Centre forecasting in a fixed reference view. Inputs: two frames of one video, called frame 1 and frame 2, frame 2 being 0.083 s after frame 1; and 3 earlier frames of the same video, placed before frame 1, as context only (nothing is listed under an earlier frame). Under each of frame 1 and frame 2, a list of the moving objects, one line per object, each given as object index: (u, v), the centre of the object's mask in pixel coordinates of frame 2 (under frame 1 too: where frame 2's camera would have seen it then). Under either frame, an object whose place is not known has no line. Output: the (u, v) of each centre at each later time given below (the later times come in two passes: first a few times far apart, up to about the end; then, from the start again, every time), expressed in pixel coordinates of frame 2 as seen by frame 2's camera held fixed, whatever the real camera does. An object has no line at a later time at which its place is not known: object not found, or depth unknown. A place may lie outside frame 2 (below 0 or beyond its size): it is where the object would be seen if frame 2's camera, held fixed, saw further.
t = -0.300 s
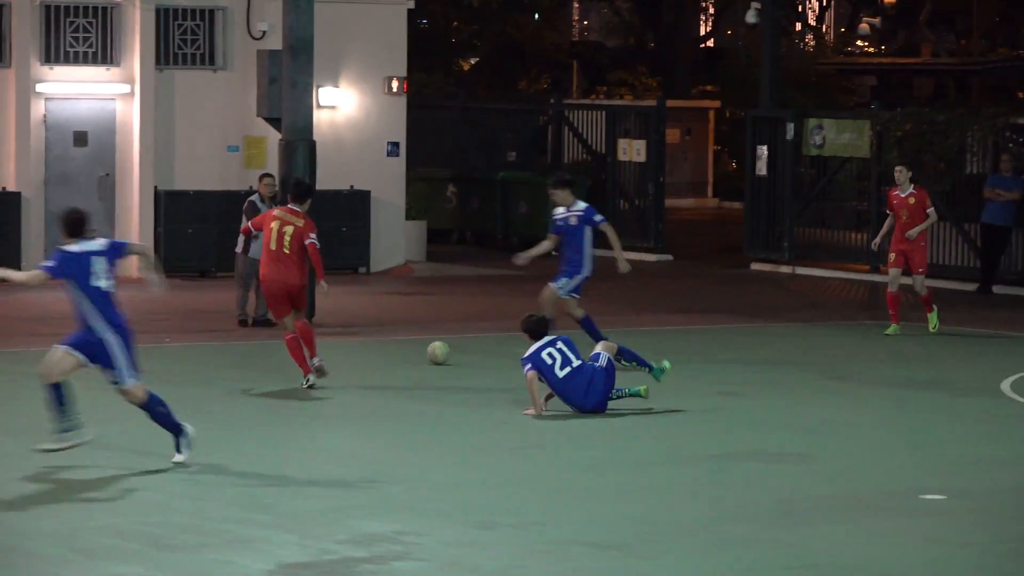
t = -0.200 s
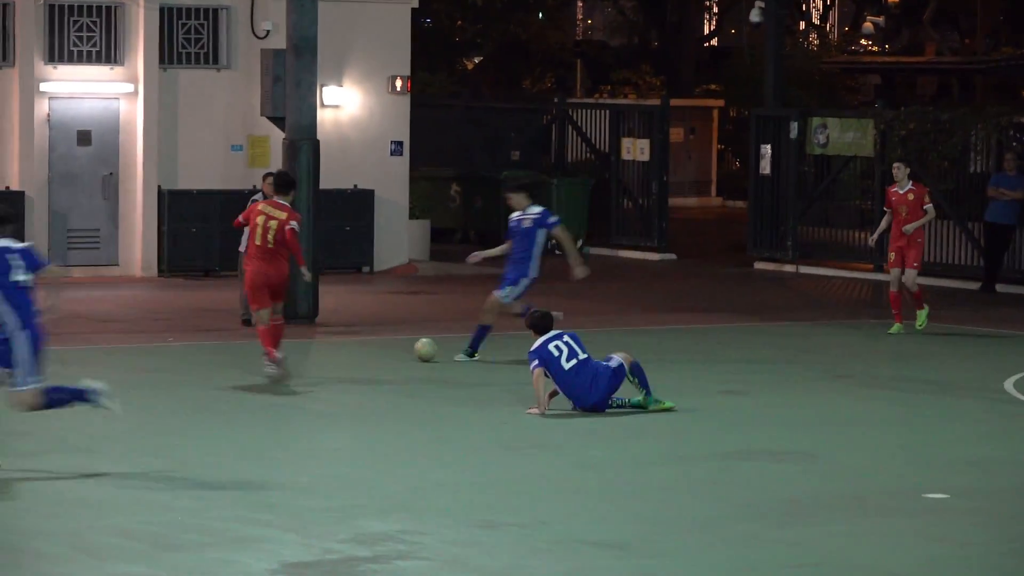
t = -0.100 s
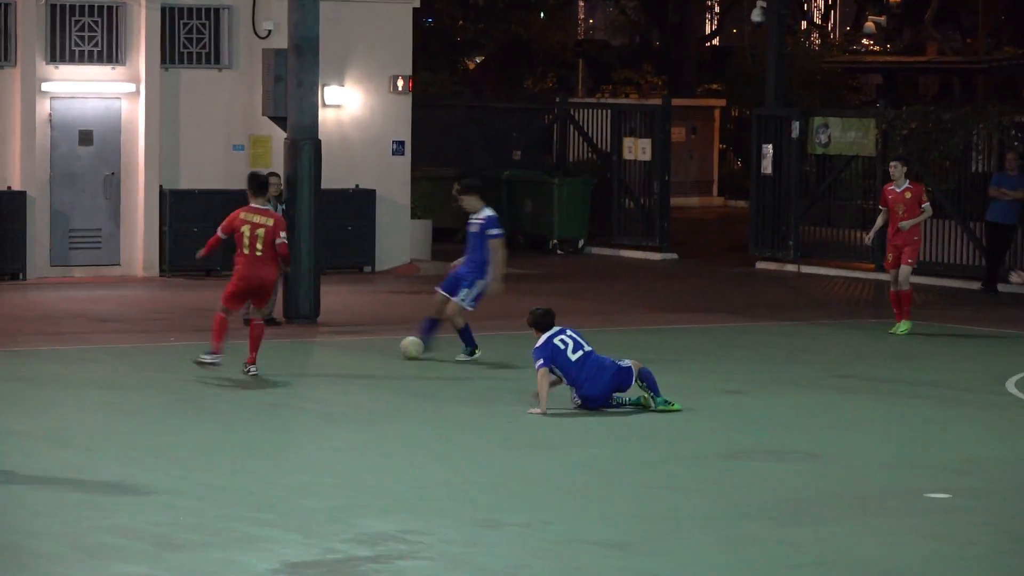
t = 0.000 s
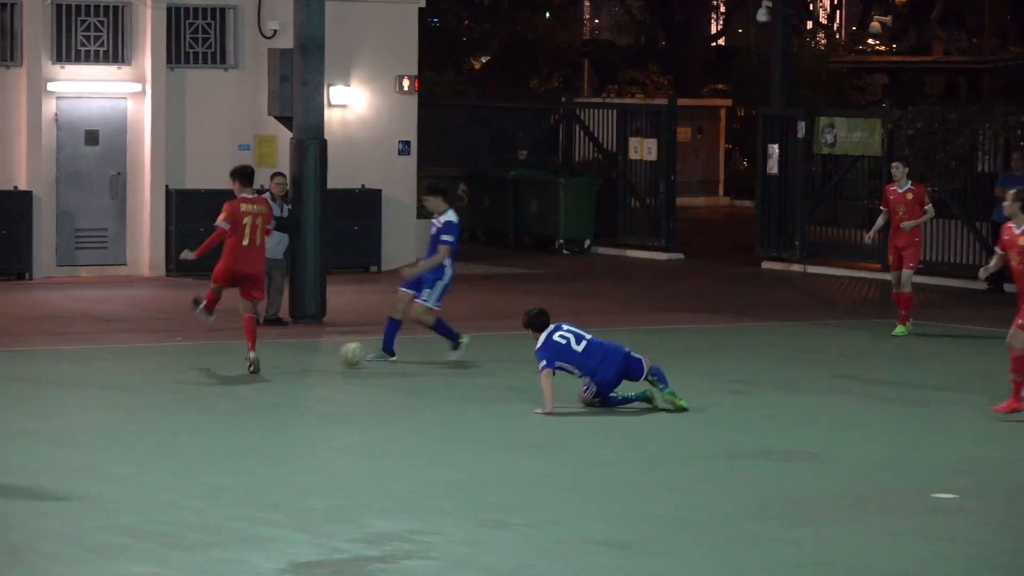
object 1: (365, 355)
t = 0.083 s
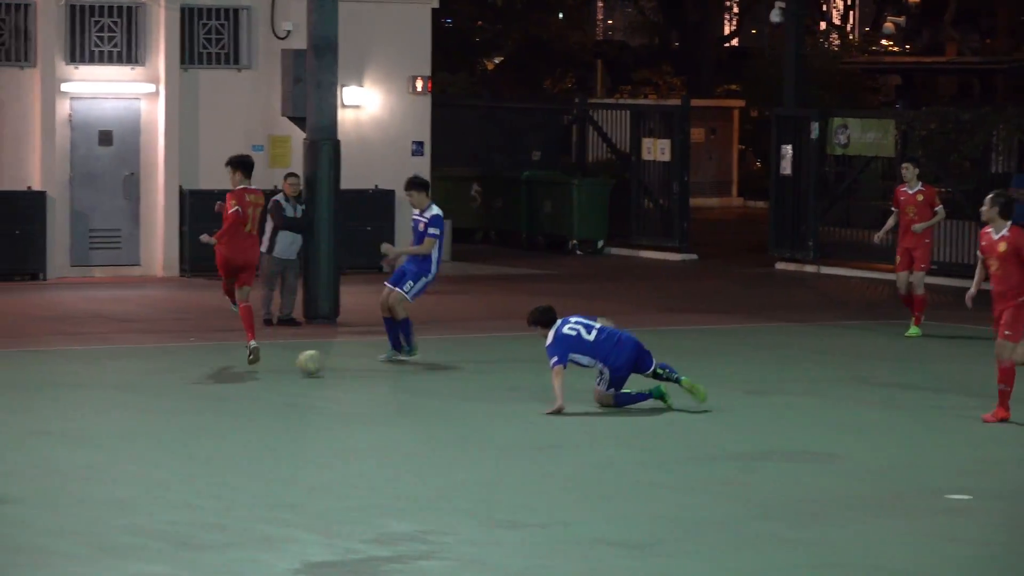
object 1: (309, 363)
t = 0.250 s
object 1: (200, 380)
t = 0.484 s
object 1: (58, 401)
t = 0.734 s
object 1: (-84, 426)
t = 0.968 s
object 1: (-224, 449)
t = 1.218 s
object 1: (-423, 495)
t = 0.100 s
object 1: (298, 364)
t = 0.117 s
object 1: (286, 366)
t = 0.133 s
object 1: (275, 369)
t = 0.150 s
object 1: (265, 371)
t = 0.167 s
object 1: (255, 372)
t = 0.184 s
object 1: (244, 372)
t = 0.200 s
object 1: (233, 373)
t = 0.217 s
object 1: (222, 375)
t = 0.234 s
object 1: (211, 377)
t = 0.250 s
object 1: (200, 380)
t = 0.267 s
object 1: (190, 382)
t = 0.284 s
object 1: (180, 382)
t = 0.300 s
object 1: (170, 383)
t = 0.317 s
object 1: (159, 384)
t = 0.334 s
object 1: (149, 385)
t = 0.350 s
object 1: (137, 387)
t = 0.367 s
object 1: (127, 390)
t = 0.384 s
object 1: (117, 392)
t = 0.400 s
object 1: (107, 393)
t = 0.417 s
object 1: (97, 394)
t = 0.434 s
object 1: (87, 395)
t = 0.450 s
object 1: (77, 397)
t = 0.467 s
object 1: (68, 399)
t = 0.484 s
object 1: (58, 401)
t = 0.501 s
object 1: (48, 403)
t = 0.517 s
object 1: (38, 405)
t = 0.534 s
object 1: (29, 406)
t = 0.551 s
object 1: (19, 407)
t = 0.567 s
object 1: (10, 409)
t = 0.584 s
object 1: (0, 411)
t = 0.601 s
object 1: (-9, 413)
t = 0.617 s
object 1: (-18, 413)
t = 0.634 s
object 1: (-28, 413)
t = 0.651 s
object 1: (-37, 414)
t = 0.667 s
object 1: (-46, 415)
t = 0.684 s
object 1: (-57, 418)
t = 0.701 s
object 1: (-66, 421)
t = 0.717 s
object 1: (-76, 424)
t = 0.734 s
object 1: (-84, 426)
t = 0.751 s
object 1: (-94, 427)
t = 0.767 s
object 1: (-104, 429)
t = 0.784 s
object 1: (-113, 431)
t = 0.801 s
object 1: (-122, 433)
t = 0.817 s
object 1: (-131, 435)
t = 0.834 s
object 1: (-140, 436)
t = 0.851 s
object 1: (-150, 438)
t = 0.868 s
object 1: (-160, 440)
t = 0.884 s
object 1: (-170, 442)
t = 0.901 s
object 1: (-181, 444)
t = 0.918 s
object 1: (-191, 446)
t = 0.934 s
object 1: (-200, 446)
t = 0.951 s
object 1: (-212, 447)
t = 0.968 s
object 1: (-224, 449)
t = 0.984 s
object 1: (-236, 452)
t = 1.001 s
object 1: (-247, 454)
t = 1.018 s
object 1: (-259, 458)
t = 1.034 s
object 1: (-270, 462)
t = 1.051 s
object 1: (-283, 463)
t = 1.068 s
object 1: (-297, 465)
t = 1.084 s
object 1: (-309, 467)
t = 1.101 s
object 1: (-322, 469)
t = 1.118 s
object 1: (-336, 472)
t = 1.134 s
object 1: (-350, 476)
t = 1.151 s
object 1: (-365, 480)
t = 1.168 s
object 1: (-379, 484)
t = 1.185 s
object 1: (-393, 488)
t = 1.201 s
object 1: (-408, 491)
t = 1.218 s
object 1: (-423, 495)
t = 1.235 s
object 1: (-439, 499)
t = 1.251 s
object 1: (-454, 502)
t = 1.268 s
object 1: (-472, 505)
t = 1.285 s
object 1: (-488, 508)
